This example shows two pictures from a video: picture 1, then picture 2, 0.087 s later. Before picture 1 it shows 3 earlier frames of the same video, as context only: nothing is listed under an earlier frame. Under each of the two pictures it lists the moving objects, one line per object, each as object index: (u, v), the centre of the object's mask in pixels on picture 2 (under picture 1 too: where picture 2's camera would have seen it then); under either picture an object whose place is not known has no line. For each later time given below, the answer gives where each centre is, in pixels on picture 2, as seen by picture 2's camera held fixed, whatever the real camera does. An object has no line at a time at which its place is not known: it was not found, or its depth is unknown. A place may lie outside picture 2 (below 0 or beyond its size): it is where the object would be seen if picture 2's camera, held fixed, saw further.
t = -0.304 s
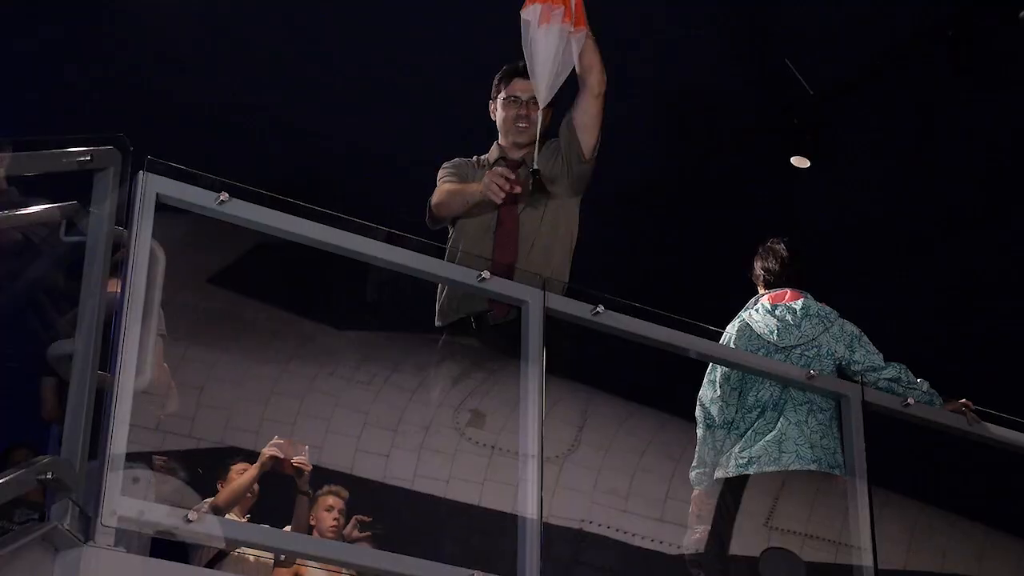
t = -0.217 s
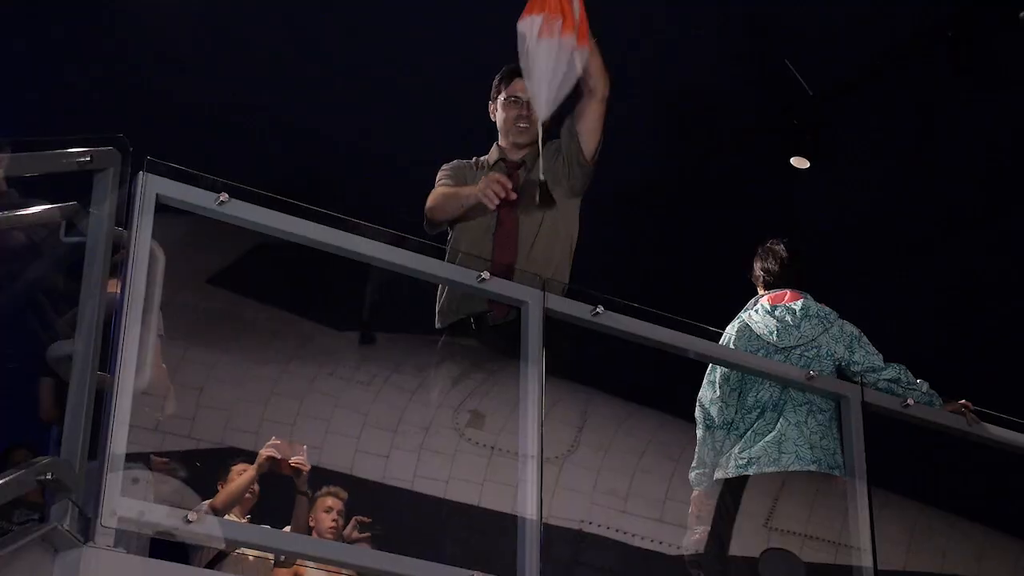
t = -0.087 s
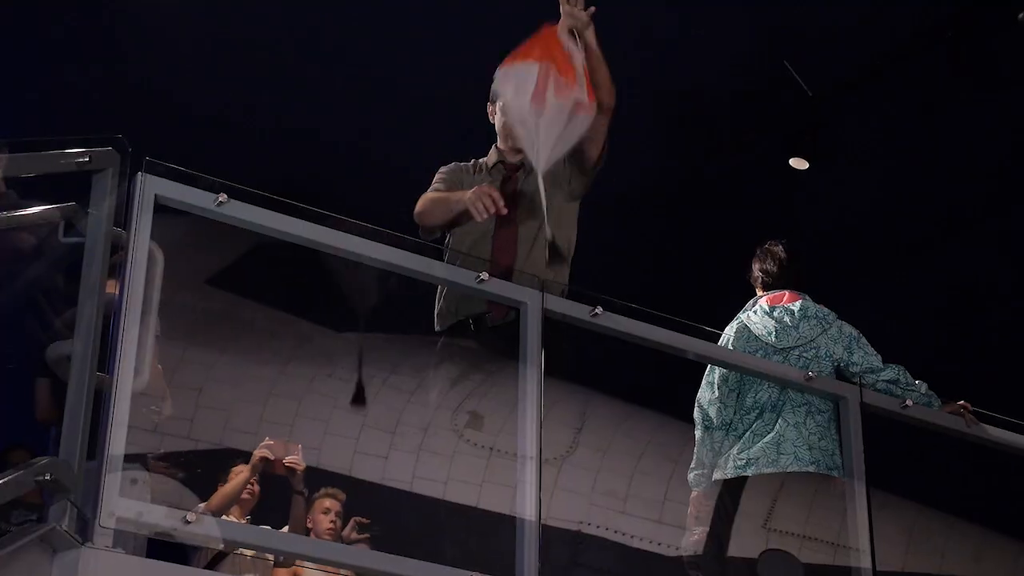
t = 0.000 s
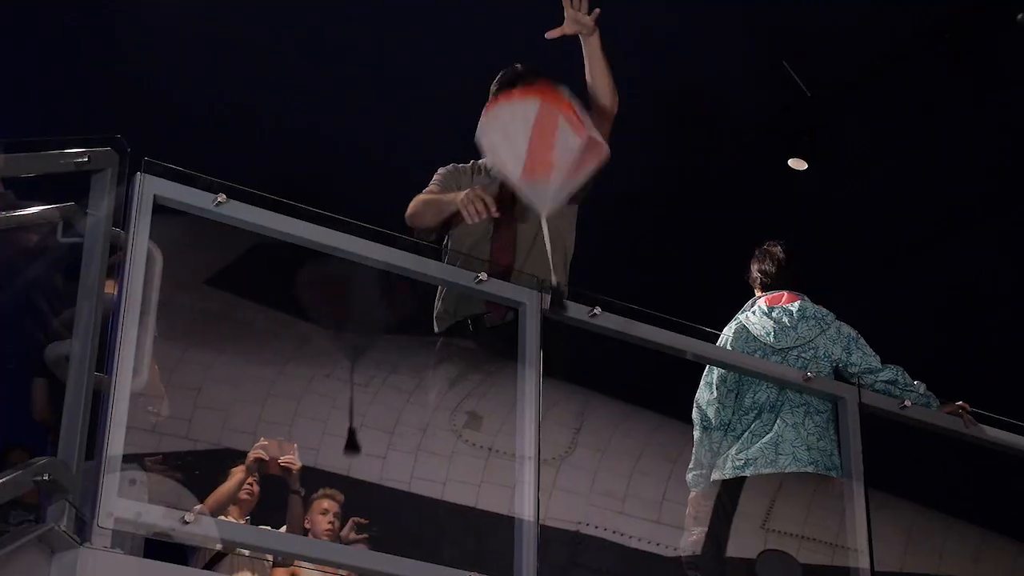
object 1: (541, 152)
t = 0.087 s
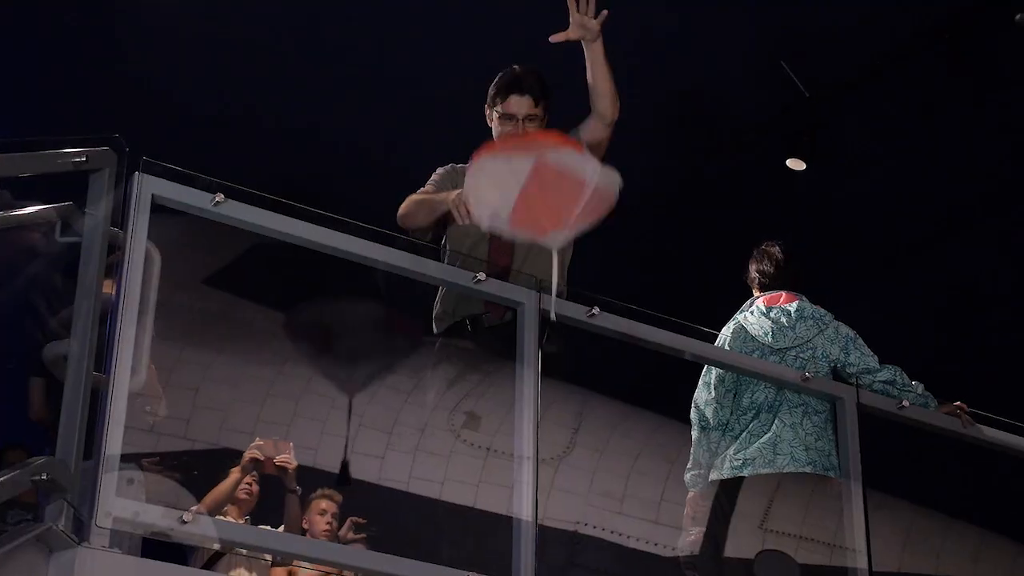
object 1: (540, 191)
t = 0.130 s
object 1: (538, 210)
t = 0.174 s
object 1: (537, 231)
